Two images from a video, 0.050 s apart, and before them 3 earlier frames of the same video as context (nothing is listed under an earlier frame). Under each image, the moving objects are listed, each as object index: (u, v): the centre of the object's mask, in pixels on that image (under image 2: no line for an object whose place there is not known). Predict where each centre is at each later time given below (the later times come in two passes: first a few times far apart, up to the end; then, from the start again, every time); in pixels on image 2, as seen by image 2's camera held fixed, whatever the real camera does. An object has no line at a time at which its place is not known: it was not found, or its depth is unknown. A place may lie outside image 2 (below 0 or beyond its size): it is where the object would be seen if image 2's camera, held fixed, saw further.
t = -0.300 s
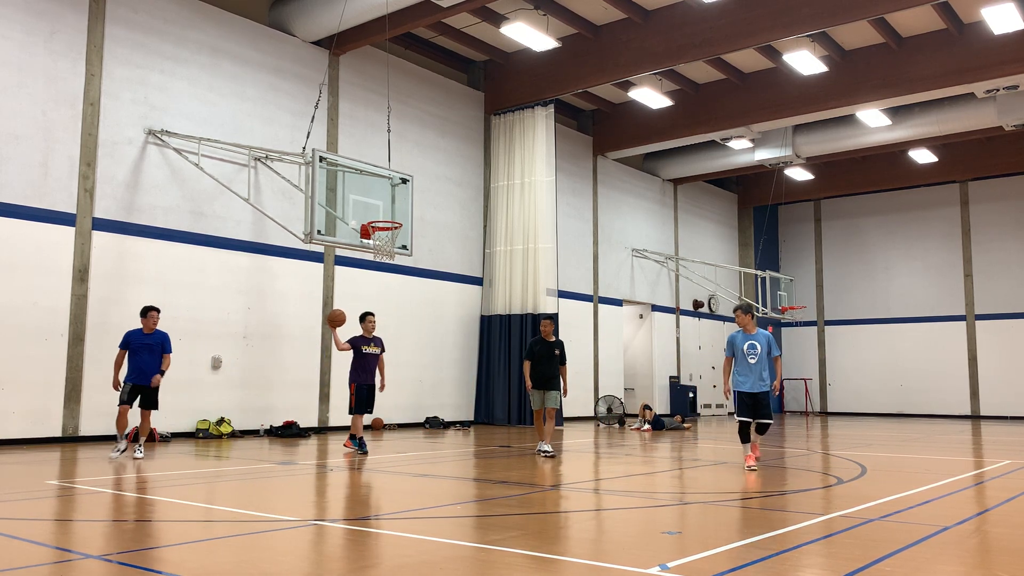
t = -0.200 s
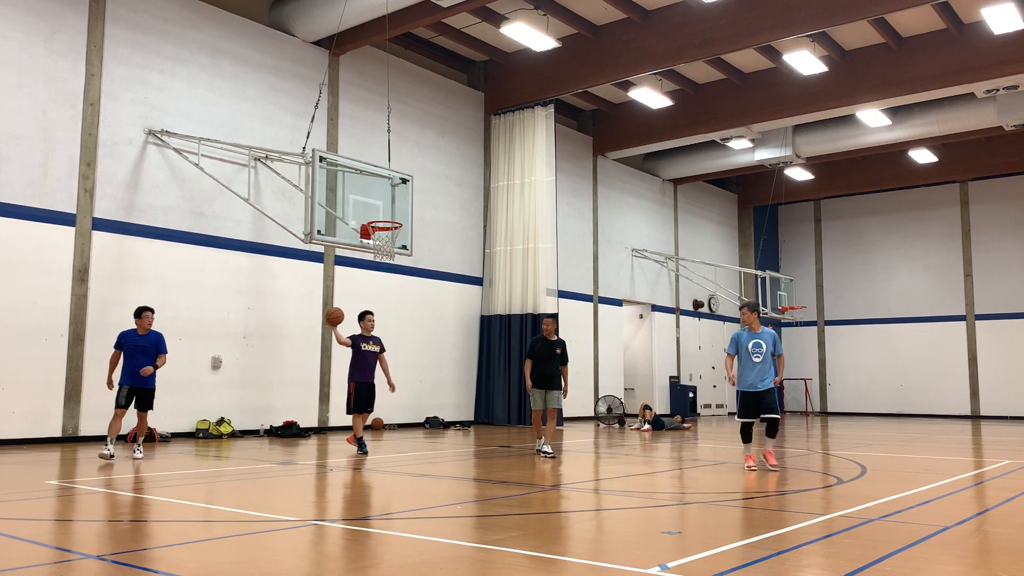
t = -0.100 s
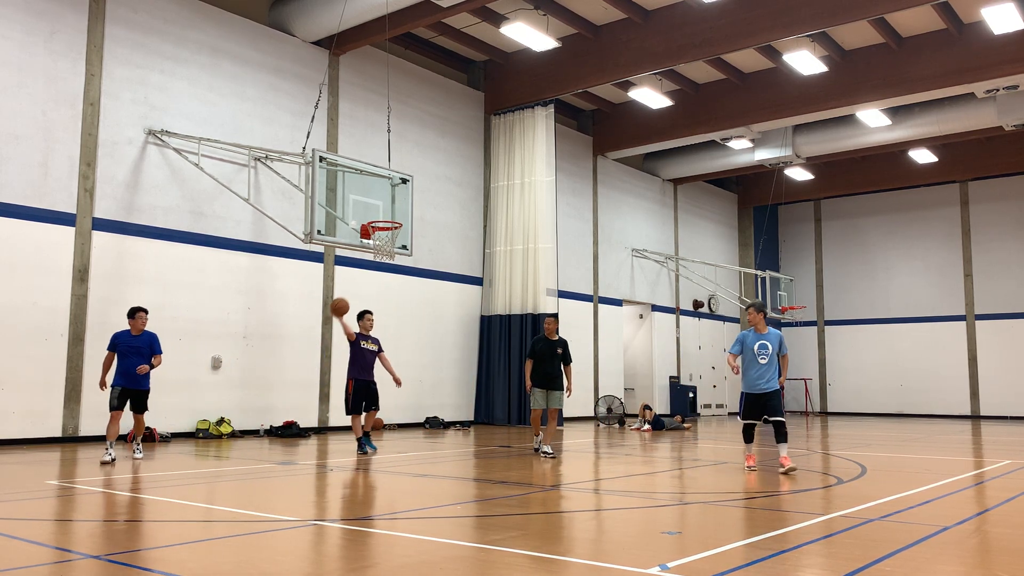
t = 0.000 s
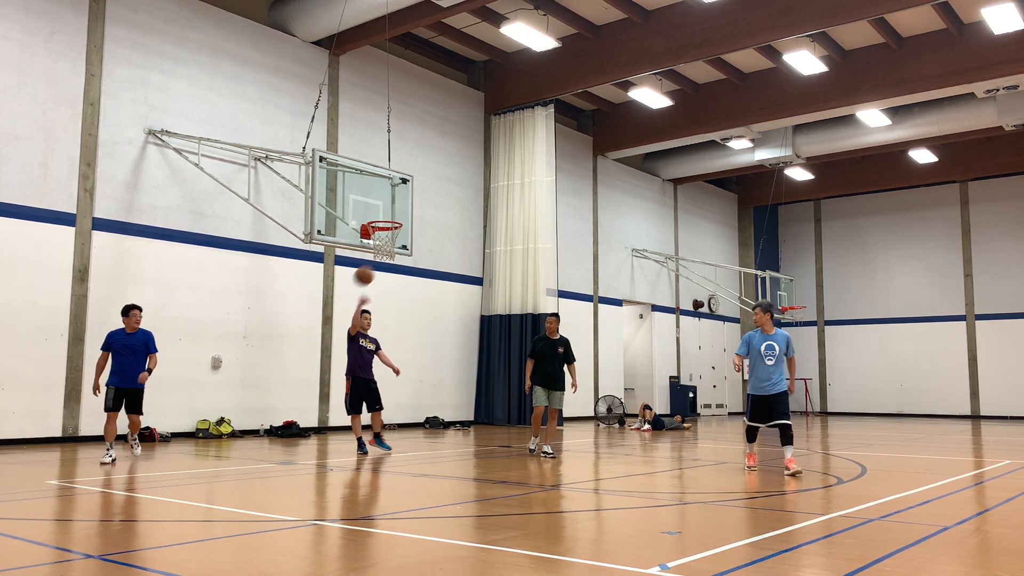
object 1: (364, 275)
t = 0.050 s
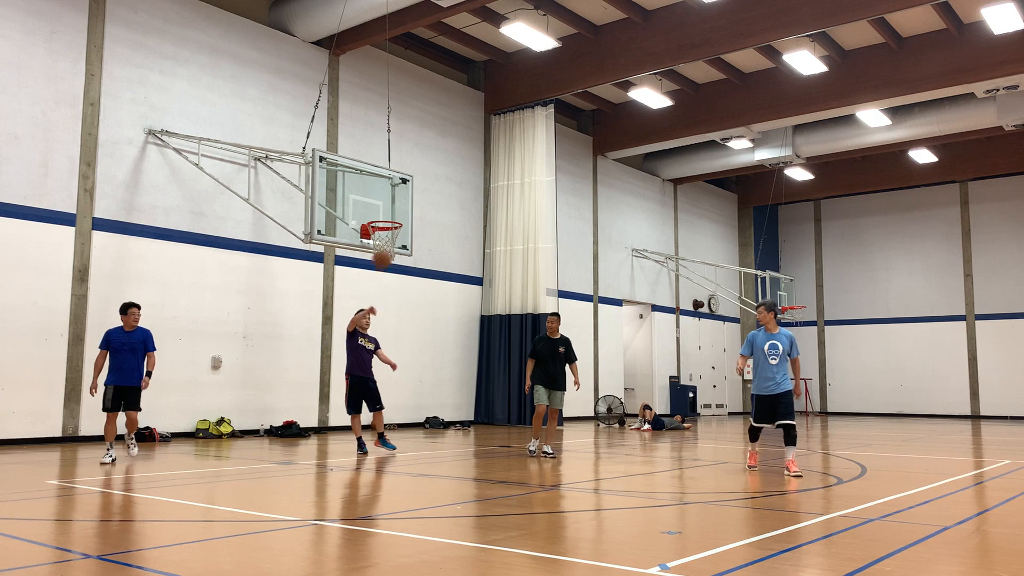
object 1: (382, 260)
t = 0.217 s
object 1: (444, 214)
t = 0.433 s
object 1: (531, 184)
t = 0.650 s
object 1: (629, 189)
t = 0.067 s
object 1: (388, 254)
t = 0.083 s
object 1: (393, 249)
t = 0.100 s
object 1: (400, 243)
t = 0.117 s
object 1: (407, 239)
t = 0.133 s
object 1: (413, 234)
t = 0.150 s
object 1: (419, 230)
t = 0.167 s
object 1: (425, 226)
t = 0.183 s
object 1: (431, 222)
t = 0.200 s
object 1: (437, 218)
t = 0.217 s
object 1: (444, 214)
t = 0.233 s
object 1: (450, 210)
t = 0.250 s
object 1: (457, 207)
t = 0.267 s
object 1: (463, 204)
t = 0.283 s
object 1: (469, 201)
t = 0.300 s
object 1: (476, 199)
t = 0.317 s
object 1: (482, 196)
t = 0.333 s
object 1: (489, 194)
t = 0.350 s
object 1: (496, 191)
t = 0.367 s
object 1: (503, 190)
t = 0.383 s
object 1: (510, 188)
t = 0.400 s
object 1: (516, 186)
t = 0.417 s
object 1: (524, 185)
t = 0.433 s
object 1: (531, 184)
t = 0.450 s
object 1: (538, 183)
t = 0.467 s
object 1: (545, 182)
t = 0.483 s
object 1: (553, 182)
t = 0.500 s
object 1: (560, 182)
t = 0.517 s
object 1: (567, 182)
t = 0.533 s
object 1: (575, 182)
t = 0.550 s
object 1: (582, 182)
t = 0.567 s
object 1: (589, 183)
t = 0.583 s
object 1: (597, 184)
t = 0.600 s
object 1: (605, 184)
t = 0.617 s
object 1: (613, 186)
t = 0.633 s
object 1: (620, 188)
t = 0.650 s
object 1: (629, 189)
